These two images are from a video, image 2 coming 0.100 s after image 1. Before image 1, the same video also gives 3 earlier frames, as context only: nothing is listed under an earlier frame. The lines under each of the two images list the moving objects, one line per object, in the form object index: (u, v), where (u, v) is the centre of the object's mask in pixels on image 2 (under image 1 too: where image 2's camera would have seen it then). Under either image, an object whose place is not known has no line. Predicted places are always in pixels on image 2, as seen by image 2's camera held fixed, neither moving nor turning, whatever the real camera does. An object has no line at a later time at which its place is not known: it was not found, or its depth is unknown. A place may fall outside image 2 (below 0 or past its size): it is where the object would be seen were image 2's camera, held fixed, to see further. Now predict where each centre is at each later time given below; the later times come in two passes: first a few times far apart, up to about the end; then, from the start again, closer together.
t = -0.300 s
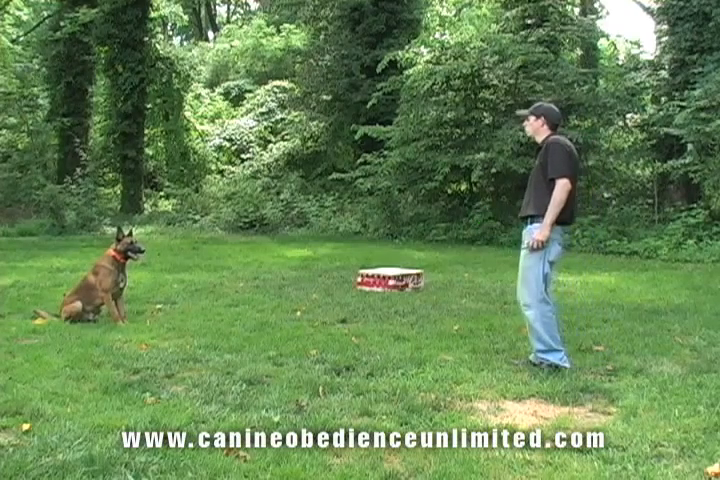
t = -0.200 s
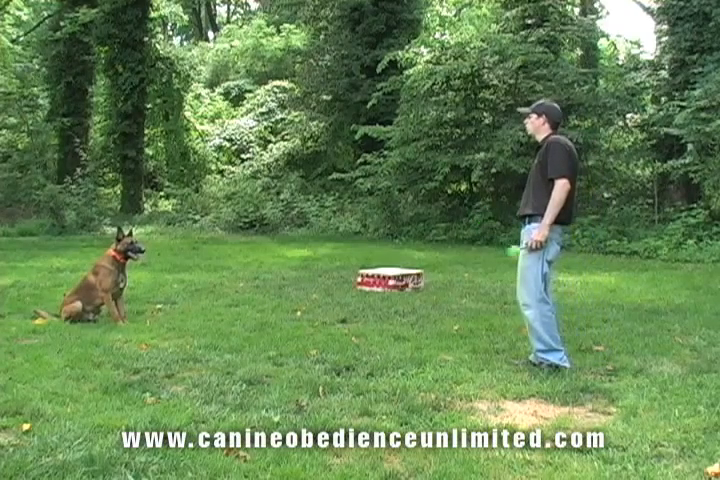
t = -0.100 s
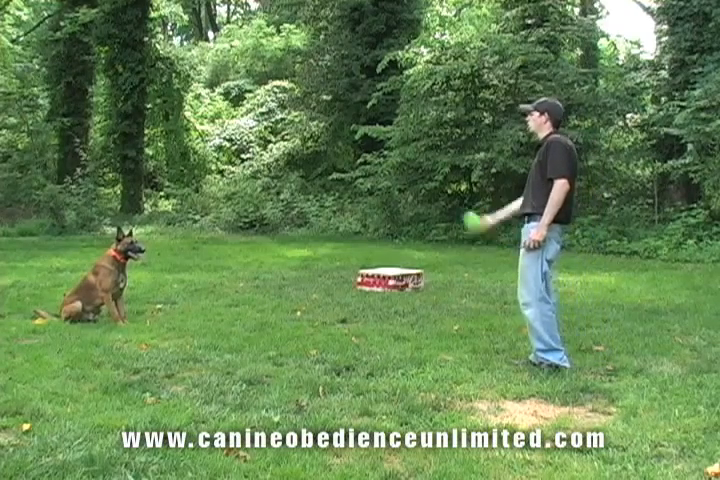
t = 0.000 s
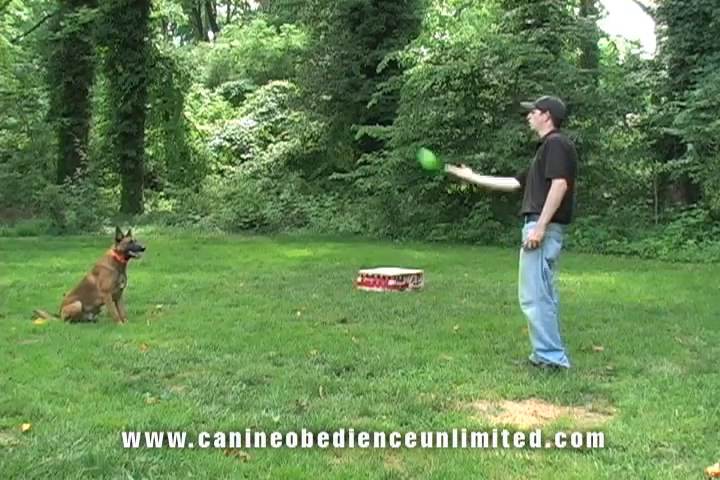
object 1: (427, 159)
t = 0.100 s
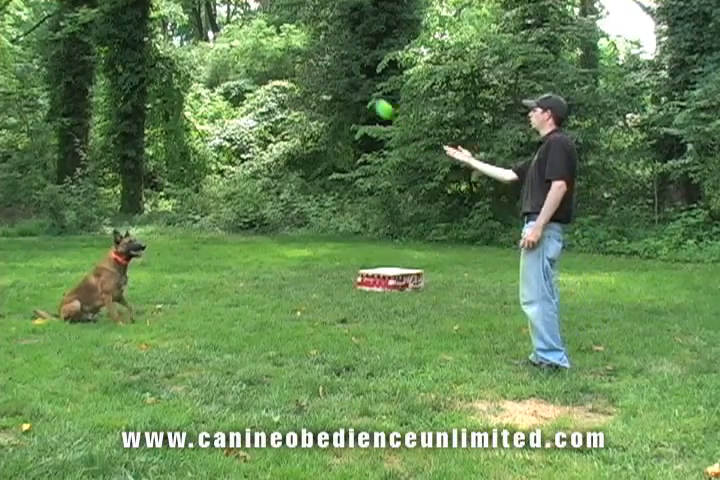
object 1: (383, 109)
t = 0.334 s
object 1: (292, 52)
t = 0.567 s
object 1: (203, 63)
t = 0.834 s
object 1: (117, 149)
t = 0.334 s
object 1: (292, 52)
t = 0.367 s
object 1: (279, 49)
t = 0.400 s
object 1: (264, 48)
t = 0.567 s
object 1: (203, 63)
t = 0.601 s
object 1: (192, 71)
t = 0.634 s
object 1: (181, 79)
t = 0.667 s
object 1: (170, 87)
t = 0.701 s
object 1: (158, 98)
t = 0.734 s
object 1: (147, 109)
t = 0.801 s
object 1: (126, 135)
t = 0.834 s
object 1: (117, 149)
